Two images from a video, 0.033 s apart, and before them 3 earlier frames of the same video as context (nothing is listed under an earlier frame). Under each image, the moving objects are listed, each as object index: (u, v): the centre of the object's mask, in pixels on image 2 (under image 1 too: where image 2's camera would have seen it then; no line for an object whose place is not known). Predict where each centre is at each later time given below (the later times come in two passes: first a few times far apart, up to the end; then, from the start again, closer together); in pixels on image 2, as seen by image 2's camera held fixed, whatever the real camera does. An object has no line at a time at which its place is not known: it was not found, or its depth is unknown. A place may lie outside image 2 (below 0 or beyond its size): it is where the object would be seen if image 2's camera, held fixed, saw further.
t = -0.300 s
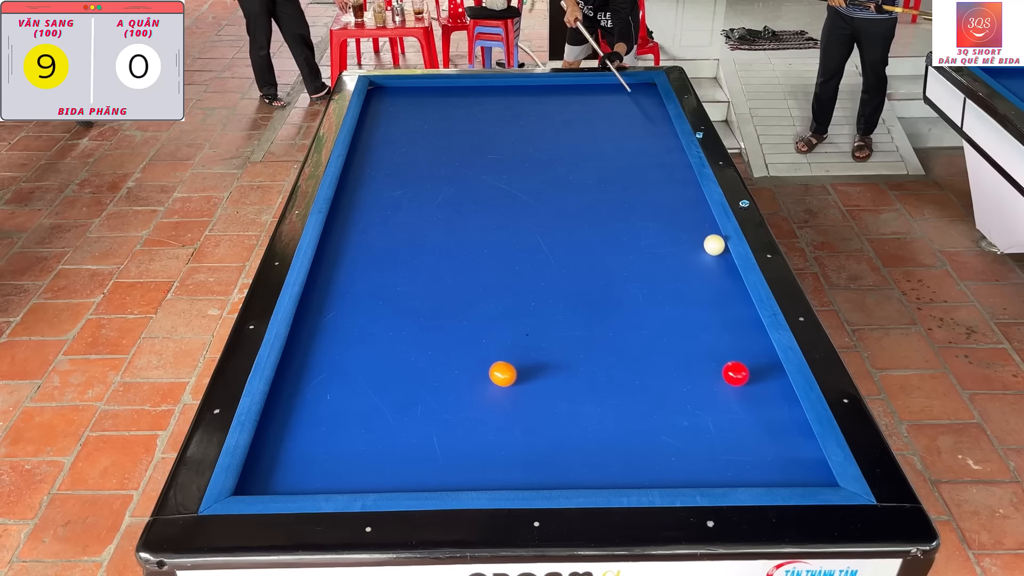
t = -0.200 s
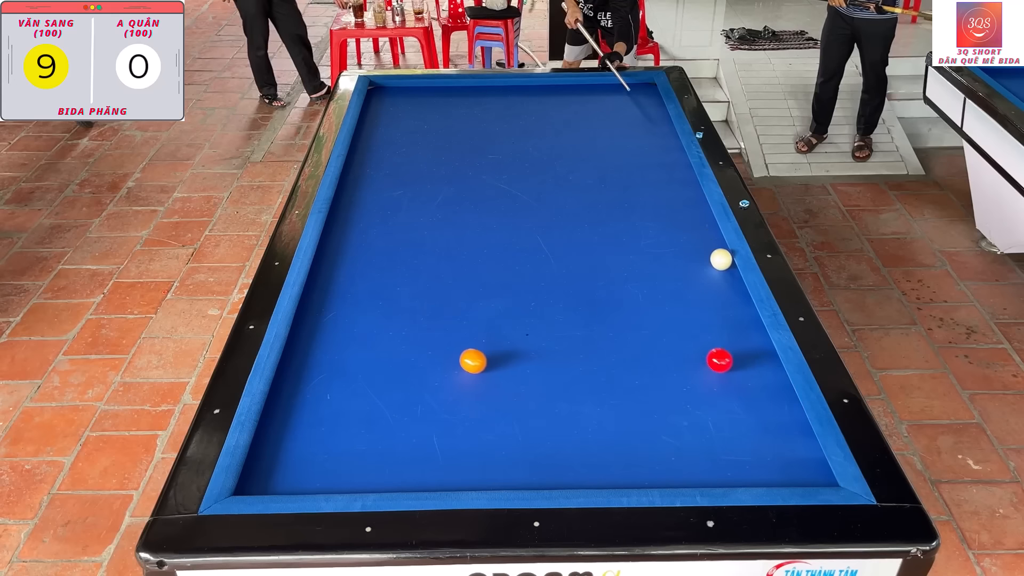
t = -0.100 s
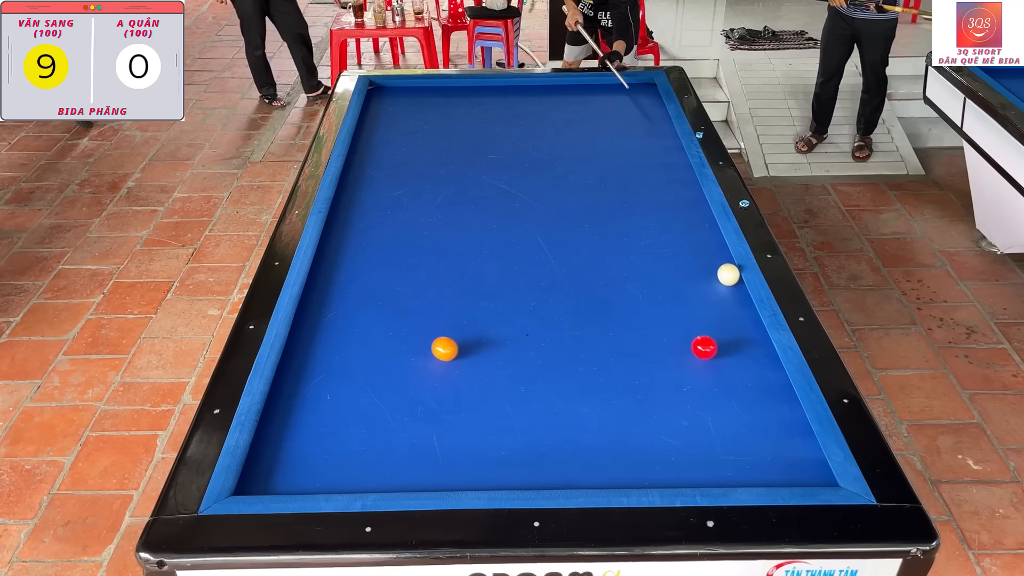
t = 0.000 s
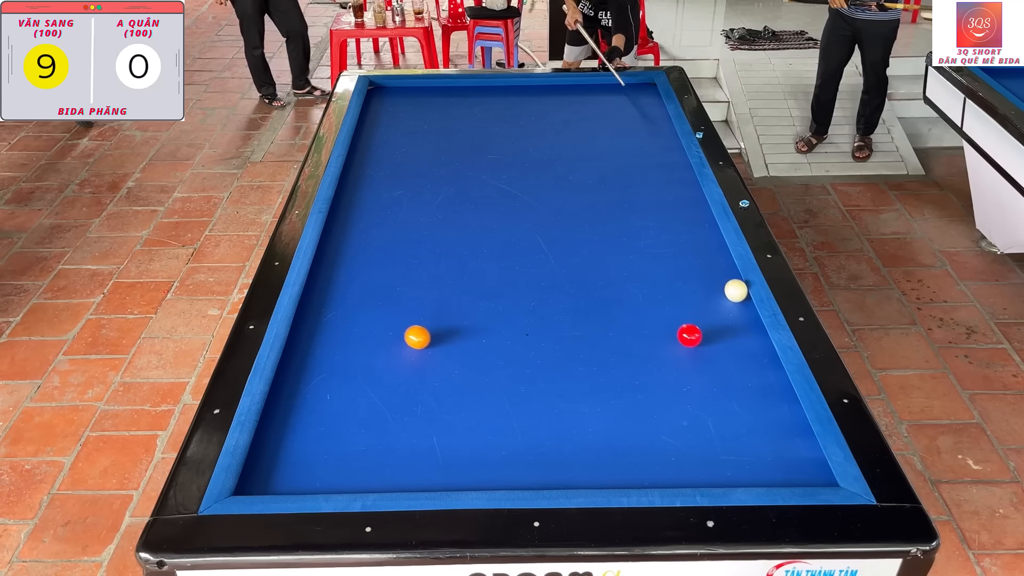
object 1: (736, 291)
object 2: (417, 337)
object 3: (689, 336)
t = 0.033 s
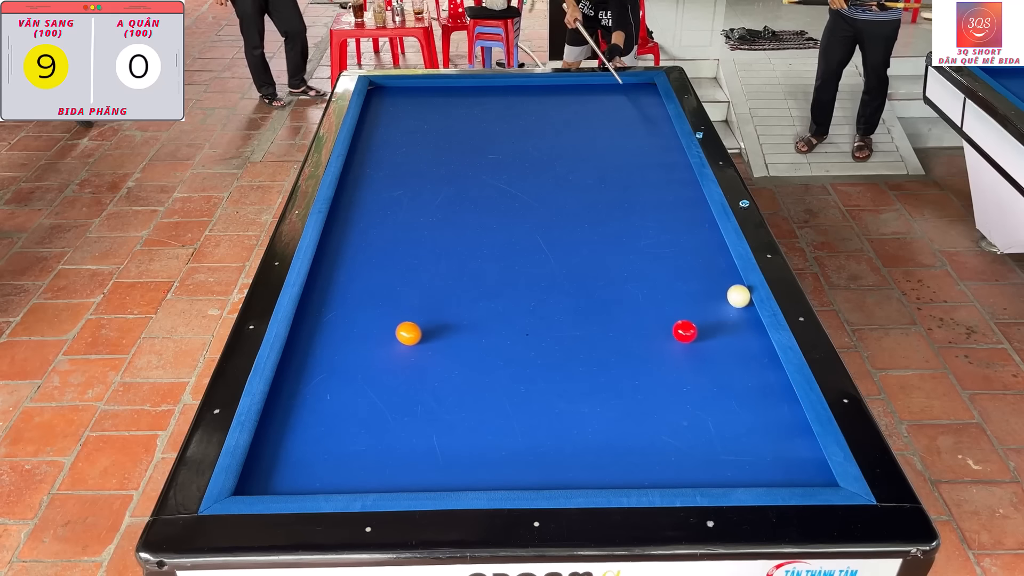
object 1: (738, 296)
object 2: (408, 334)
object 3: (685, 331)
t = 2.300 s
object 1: (734, 322)
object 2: (520, 143)
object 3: (505, 169)
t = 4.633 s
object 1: (667, 197)
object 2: (629, 113)
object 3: (487, 121)
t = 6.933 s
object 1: (617, 155)
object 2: (659, 146)
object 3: (477, 99)
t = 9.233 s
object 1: (572, 156)
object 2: (660, 145)
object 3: (476, 98)
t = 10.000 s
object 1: (569, 156)
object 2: (660, 145)
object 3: (476, 98)
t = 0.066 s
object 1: (741, 302)
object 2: (400, 330)
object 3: (680, 328)
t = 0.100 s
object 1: (744, 308)
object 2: (391, 326)
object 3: (675, 324)
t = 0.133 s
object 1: (747, 313)
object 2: (382, 322)
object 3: (671, 320)
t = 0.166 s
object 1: (749, 319)
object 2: (374, 319)
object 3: (666, 316)
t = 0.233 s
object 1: (755, 332)
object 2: (358, 312)
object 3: (658, 309)
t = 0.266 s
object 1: (758, 338)
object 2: (350, 308)
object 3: (654, 306)
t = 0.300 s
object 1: (761, 344)
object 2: (342, 305)
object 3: (649, 302)
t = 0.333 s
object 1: (763, 351)
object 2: (334, 302)
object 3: (645, 299)
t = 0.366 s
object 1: (766, 357)
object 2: (326, 298)
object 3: (641, 295)
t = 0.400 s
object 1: (769, 364)
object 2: (319, 295)
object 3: (637, 292)
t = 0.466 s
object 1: (775, 378)
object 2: (320, 288)
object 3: (629, 285)
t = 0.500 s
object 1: (778, 385)
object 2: (328, 285)
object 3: (626, 282)
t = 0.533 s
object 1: (781, 392)
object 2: (335, 281)
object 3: (622, 279)
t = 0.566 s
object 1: (784, 399)
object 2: (341, 278)
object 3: (618, 276)
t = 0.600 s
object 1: (787, 407)
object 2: (347, 275)
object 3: (615, 273)
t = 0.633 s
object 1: (790, 415)
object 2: (353, 271)
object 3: (611, 270)
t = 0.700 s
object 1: (797, 430)
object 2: (363, 265)
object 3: (604, 264)
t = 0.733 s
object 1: (800, 439)
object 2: (368, 262)
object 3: (601, 261)
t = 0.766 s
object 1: (803, 447)
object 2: (373, 259)
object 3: (597, 259)
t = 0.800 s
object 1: (807, 455)
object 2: (377, 256)
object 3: (594, 256)
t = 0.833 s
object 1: (810, 464)
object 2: (382, 253)
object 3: (591, 253)
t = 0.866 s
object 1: (814, 472)
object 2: (387, 250)
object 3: (588, 250)
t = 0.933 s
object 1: (814, 473)
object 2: (396, 244)
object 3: (581, 245)
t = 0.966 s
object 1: (810, 466)
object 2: (400, 241)
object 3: (578, 242)
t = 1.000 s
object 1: (807, 460)
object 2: (405, 238)
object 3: (575, 240)
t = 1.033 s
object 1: (804, 454)
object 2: (409, 236)
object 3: (572, 237)
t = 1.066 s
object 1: (801, 448)
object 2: (414, 233)
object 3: (569, 235)
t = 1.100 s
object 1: (799, 444)
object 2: (418, 230)
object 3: (566, 232)
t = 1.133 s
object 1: (796, 439)
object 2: (422, 228)
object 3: (563, 230)
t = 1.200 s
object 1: (792, 431)
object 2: (430, 222)
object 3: (558, 225)
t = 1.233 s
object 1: (790, 426)
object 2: (434, 220)
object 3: (555, 222)
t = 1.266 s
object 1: (787, 422)
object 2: (438, 217)
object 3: (552, 220)
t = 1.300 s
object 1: (786, 419)
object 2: (442, 215)
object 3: (550, 218)
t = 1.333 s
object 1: (783, 415)
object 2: (446, 213)
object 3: (547, 215)
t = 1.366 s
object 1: (781, 411)
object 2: (450, 210)
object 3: (544, 213)
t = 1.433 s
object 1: (777, 403)
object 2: (458, 205)
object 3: (539, 209)
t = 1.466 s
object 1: (775, 400)
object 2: (461, 203)
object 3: (537, 207)
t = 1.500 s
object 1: (773, 396)
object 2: (465, 201)
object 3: (534, 204)
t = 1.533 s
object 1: (771, 392)
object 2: (469, 198)
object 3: (532, 202)
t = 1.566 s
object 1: (769, 389)
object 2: (472, 196)
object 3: (529, 200)
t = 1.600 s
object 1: (768, 385)
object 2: (476, 194)
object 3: (527, 198)
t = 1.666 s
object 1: (764, 378)
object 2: (483, 189)
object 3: (522, 194)
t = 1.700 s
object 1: (762, 375)
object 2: (486, 187)
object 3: (520, 192)
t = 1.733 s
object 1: (760, 372)
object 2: (489, 185)
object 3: (517, 190)
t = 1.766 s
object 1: (759, 368)
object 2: (493, 183)
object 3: (515, 188)
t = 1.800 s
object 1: (757, 365)
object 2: (496, 181)
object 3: (513, 186)
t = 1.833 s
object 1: (755, 362)
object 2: (498, 178)
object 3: (511, 184)
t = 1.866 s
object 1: (754, 359)
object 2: (499, 175)
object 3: (511, 183)
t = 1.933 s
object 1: (750, 353)
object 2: (503, 169)
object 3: (511, 182)
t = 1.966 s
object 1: (749, 350)
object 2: (504, 167)
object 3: (510, 181)
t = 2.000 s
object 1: (747, 347)
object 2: (506, 165)
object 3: (510, 180)
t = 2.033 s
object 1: (746, 344)
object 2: (508, 162)
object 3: (509, 178)
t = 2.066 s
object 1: (744, 341)
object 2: (509, 160)
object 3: (508, 177)
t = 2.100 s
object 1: (743, 338)
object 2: (511, 158)
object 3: (508, 176)
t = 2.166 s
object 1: (740, 332)
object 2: (514, 153)
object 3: (507, 173)
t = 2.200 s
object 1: (738, 330)
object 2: (515, 150)
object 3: (507, 172)
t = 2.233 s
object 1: (737, 327)
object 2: (517, 148)
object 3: (506, 171)
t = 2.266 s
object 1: (735, 324)
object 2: (518, 146)
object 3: (506, 170)
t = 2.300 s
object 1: (734, 322)
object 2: (520, 143)
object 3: (505, 169)
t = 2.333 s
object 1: (733, 319)
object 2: (521, 141)
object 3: (505, 169)
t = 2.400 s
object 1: (730, 314)
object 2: (524, 137)
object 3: (505, 167)
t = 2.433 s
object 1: (729, 311)
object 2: (525, 134)
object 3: (504, 166)
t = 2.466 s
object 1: (727, 309)
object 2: (526, 132)
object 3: (504, 165)
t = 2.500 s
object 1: (726, 307)
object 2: (528, 130)
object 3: (504, 164)
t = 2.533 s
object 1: (725, 304)
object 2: (529, 128)
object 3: (503, 163)
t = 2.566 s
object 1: (723, 302)
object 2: (530, 126)
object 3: (503, 162)
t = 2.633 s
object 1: (721, 297)
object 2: (533, 122)
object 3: (502, 160)
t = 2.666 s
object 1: (720, 295)
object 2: (534, 120)
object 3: (502, 159)
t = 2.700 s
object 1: (719, 292)
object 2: (535, 118)
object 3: (501, 159)
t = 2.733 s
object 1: (717, 290)
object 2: (536, 116)
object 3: (501, 158)
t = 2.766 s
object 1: (716, 288)
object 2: (537, 114)
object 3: (501, 157)
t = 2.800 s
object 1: (715, 286)
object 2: (539, 112)
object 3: (500, 156)
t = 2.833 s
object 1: (714, 284)
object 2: (540, 110)
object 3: (500, 155)
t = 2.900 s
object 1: (712, 280)
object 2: (542, 107)
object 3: (499, 153)
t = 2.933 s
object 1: (710, 277)
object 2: (543, 105)
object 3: (499, 152)
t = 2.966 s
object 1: (709, 275)
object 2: (544, 103)
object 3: (499, 152)
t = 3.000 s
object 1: (708, 273)
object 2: (545, 101)
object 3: (499, 151)
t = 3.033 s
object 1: (707, 271)
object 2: (546, 99)
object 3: (498, 150)
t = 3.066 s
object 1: (706, 269)
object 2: (547, 98)
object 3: (498, 150)
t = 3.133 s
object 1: (704, 266)
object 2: (549, 94)
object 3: (497, 148)
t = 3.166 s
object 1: (703, 264)
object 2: (550, 92)
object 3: (497, 147)
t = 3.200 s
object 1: (702, 262)
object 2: (551, 91)
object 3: (497, 147)
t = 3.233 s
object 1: (701, 260)
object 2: (552, 89)
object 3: (496, 146)
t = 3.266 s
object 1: (700, 258)
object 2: (553, 88)
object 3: (496, 145)
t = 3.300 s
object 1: (699, 256)
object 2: (554, 86)
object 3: (496, 144)
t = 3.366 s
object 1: (697, 252)
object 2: (556, 83)
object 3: (495, 143)
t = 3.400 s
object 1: (696, 251)
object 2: (557, 83)
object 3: (495, 142)
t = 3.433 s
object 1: (695, 249)
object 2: (559, 84)
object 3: (495, 141)
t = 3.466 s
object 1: (694, 247)
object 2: (561, 85)
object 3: (494, 141)
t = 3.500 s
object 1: (693, 246)
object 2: (563, 86)
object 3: (494, 140)
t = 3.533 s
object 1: (692, 244)
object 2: (565, 87)
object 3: (494, 139)
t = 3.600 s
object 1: (690, 241)
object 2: (569, 89)
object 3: (494, 138)
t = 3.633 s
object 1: (689, 239)
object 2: (571, 89)
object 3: (494, 137)
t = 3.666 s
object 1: (689, 237)
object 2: (573, 90)
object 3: (494, 137)
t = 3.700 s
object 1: (688, 236)
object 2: (575, 91)
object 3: (494, 136)
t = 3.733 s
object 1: (687, 234)
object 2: (577, 92)
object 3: (493, 135)
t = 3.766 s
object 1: (686, 233)
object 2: (579, 92)
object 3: (493, 135)
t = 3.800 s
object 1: (685, 231)
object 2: (581, 93)
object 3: (493, 134)
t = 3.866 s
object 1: (684, 228)
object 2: (585, 95)
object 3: (492, 133)
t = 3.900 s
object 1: (683, 227)
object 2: (587, 96)
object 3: (492, 132)
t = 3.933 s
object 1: (682, 225)
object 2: (589, 96)
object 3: (492, 132)
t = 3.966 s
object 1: (681, 224)
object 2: (591, 97)
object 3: (491, 131)
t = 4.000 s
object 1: (680, 222)
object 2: (592, 98)
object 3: (491, 130)
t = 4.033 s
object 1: (680, 221)
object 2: (594, 99)
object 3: (491, 130)
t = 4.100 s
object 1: (678, 218)
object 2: (598, 100)
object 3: (490, 128)
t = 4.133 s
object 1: (677, 217)
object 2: (600, 101)
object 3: (490, 128)
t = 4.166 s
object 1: (676, 215)
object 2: (602, 102)
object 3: (489, 127)
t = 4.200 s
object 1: (676, 214)
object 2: (604, 103)
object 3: (489, 127)
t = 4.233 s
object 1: (675, 212)
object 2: (606, 103)
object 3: (489, 126)
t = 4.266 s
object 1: (674, 211)
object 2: (608, 104)
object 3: (489, 126)
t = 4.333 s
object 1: (673, 208)
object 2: (612, 106)
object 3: (488, 125)
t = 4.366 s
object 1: (672, 207)
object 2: (614, 107)
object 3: (488, 124)
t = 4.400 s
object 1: (672, 206)
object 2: (616, 108)
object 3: (488, 124)
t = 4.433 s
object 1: (671, 205)
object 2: (618, 108)
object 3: (488, 123)
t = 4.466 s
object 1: (670, 203)
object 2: (619, 109)
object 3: (488, 123)
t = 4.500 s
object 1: (670, 202)
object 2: (621, 110)
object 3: (488, 123)
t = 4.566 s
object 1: (669, 200)
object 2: (625, 111)
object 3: (488, 122)
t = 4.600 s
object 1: (668, 198)
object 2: (627, 112)
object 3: (488, 121)
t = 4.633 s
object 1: (667, 197)
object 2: (629, 113)
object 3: (487, 121)
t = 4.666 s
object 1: (666, 196)
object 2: (631, 114)
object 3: (487, 120)
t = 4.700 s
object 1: (666, 195)
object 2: (633, 115)
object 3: (487, 120)
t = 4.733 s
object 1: (665, 194)
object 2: (635, 115)
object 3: (487, 119)
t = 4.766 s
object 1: (665, 193)
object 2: (637, 116)
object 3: (487, 119)
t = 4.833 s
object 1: (664, 191)
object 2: (641, 118)
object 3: (486, 118)
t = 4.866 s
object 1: (663, 189)
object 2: (643, 118)
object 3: (486, 117)
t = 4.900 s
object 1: (662, 188)
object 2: (645, 119)
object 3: (486, 117)
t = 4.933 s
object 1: (662, 187)
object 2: (647, 120)
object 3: (485, 116)
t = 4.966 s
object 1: (661, 186)
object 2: (648, 121)
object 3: (485, 116)
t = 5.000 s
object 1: (661, 185)
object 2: (650, 122)
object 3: (485, 116)
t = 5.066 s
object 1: (659, 183)
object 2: (654, 123)
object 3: (485, 115)
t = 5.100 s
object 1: (659, 182)
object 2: (656, 124)
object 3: (484, 114)
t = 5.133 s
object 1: (659, 181)
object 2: (658, 125)
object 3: (484, 114)
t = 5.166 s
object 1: (658, 180)
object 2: (660, 126)
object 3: (484, 113)
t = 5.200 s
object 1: (657, 179)
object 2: (662, 126)
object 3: (484, 113)
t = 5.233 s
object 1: (657, 178)
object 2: (664, 127)
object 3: (484, 112)
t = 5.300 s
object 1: (656, 176)
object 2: (667, 129)
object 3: (483, 112)
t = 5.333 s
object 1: (655, 175)
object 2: (667, 129)
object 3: (483, 111)
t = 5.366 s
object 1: (655, 174)
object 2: (666, 130)
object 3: (483, 111)
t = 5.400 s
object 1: (654, 173)
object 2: (666, 131)
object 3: (483, 111)
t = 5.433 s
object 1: (654, 172)
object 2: (665, 131)
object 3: (483, 110)
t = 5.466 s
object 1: (654, 172)
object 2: (665, 132)
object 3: (482, 110)
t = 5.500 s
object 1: (653, 171)
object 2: (664, 133)
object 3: (482, 110)
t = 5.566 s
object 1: (652, 169)
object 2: (663, 135)
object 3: (482, 109)
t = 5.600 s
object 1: (652, 168)
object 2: (662, 135)
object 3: (482, 109)
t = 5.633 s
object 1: (651, 167)
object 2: (662, 136)
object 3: (482, 109)
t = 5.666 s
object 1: (651, 166)
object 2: (661, 137)
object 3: (482, 108)
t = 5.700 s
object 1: (650, 165)
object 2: (661, 137)
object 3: (482, 108)
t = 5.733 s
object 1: (650, 165)
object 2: (660, 138)
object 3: (482, 108)
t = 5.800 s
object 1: (649, 163)
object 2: (659, 140)
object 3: (482, 107)
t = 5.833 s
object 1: (649, 162)
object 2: (658, 140)
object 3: (482, 107)
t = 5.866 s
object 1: (648, 161)
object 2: (658, 141)
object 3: (482, 107)
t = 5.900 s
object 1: (648, 160)
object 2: (657, 142)
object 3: (481, 106)
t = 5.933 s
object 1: (647, 160)
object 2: (657, 143)
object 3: (481, 106)
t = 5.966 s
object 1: (647, 159)
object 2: (656, 143)
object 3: (481, 106)
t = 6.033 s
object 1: (646, 158)
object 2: (655, 144)
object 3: (481, 105)
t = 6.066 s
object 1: (646, 157)
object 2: (655, 145)
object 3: (481, 105)
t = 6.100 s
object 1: (645, 156)
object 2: (654, 145)
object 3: (480, 105)
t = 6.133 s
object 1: (645, 155)
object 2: (654, 145)
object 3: (480, 104)
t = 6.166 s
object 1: (645, 155)
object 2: (654, 146)
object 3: (480, 104)
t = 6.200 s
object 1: (644, 154)
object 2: (654, 146)
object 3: (480, 104)
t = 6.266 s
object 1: (641, 154)
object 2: (654, 147)
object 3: (480, 104)
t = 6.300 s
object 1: (640, 154)
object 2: (654, 147)
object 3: (480, 103)
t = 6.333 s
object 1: (638, 155)
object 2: (654, 147)
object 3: (480, 103)
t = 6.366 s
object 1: (637, 154)
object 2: (655, 147)
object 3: (479, 103)
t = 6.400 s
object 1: (636, 155)
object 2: (655, 147)
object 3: (479, 103)
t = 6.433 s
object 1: (635, 155)
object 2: (655, 147)
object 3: (479, 103)
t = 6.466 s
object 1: (633, 155)
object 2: (656, 147)
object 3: (479, 102)
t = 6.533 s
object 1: (631, 155)
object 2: (656, 146)
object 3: (479, 102)
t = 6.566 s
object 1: (630, 155)
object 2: (657, 146)
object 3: (479, 102)
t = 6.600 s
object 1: (628, 155)
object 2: (657, 146)
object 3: (479, 101)
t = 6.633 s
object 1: (627, 155)
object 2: (657, 146)
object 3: (478, 101)
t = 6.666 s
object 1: (626, 155)
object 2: (658, 146)
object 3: (478, 101)
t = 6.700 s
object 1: (625, 155)
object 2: (658, 146)
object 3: (478, 100)
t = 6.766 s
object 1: (623, 155)
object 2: (658, 146)
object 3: (478, 100)
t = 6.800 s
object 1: (622, 155)
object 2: (658, 146)
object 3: (478, 100)
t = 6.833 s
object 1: (621, 155)
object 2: (659, 146)
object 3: (478, 100)
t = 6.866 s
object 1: (620, 155)
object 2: (659, 146)
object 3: (478, 100)
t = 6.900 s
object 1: (618, 155)
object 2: (659, 146)
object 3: (477, 99)
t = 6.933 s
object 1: (617, 155)
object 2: (659, 146)
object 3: (477, 99)
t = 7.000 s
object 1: (615, 155)
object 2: (659, 146)
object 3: (477, 99)
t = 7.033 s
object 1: (614, 155)
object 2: (659, 146)
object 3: (477, 99)
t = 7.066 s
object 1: (613, 155)
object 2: (659, 145)
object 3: (477, 99)
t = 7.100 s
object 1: (612, 155)
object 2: (660, 145)
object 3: (477, 99)
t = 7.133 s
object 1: (611, 155)
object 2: (660, 145)
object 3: (477, 99)
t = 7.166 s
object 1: (610, 155)
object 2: (660, 145)
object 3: (476, 98)
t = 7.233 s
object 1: (608, 155)
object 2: (660, 145)
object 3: (476, 98)
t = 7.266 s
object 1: (607, 155)
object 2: (660, 145)
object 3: (476, 98)
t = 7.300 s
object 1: (606, 155)
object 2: (660, 145)
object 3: (476, 98)
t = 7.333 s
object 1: (605, 155)
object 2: (660, 145)
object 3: (476, 98)
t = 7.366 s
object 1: (604, 155)
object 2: (660, 145)
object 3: (476, 98)
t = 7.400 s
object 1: (603, 155)
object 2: (660, 145)
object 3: (476, 98)
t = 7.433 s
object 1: (603, 155)
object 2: (660, 145)
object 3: (476, 98)
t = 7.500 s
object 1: (601, 155)
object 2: (660, 145)
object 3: (477, 98)
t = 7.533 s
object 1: (600, 155)
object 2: (660, 145)
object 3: (477, 98)
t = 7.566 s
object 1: (599, 155)
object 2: (660, 145)
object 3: (477, 98)
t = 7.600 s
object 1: (598, 155)
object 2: (660, 145)
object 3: (477, 98)
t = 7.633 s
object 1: (597, 155)
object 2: (660, 145)
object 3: (477, 98)
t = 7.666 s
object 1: (596, 155)
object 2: (660, 145)
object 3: (476, 98)
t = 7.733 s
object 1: (595, 155)
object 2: (660, 145)
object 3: (476, 98)
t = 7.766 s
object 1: (594, 155)
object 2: (660, 145)
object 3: (476, 98)
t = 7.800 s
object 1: (593, 155)
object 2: (660, 145)
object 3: (476, 98)
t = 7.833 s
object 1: (593, 155)
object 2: (660, 145)
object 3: (476, 98)
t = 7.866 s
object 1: (592, 155)
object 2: (660, 145)
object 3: (476, 98)
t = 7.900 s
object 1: (591, 155)
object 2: (660, 145)
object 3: (476, 98)
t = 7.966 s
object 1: (590, 155)
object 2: (660, 145)
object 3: (476, 98)
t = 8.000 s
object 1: (589, 155)
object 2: (660, 145)
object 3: (476, 98)
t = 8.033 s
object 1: (589, 155)
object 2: (660, 145)
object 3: (476, 98)
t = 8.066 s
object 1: (588, 155)
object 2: (660, 145)
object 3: (476, 98)
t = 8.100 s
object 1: (587, 155)
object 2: (660, 145)
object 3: (476, 98)
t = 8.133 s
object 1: (586, 155)
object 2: (660, 145)
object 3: (476, 98)
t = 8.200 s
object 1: (585, 155)
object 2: (660, 145)
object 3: (476, 98)
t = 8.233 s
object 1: (585, 155)
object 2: (661, 145)
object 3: (475, 96)
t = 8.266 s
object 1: (584, 155)
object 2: (660, 145)
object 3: (476, 97)
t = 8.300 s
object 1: (583, 155)
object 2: (660, 145)
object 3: (476, 98)
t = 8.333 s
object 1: (583, 155)
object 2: (660, 145)
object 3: (476, 98)
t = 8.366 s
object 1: (582, 155)
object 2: (660, 145)
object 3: (476, 98)
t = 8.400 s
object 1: (582, 155)
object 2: (660, 145)
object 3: (476, 98)
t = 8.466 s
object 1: (581, 155)
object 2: (660, 145)
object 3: (476, 98)
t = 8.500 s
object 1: (580, 156)
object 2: (660, 145)
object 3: (476, 98)
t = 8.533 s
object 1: (580, 156)
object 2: (660, 145)
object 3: (476, 98)
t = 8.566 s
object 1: (579, 156)
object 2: (660, 145)
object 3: (476, 98)
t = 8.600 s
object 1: (579, 156)
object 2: (660, 145)
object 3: (476, 98)
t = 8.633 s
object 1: (578, 156)
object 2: (660, 145)
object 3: (476, 98)
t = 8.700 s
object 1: (577, 156)
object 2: (660, 145)
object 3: (476, 98)
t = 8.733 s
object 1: (577, 156)
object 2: (660, 145)
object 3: (476, 98)
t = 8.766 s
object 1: (576, 156)
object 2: (660, 145)
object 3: (476, 98)
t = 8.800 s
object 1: (576, 156)
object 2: (660, 145)
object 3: (476, 98)
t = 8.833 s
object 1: (576, 156)
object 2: (660, 145)
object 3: (476, 98)
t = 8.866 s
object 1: (575, 156)
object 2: (660, 145)
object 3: (476, 98)
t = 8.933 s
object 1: (575, 156)
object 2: (660, 145)
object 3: (476, 98)
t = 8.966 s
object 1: (574, 156)
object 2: (660, 145)
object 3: (476, 98)
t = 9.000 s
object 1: (574, 156)
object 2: (660, 145)
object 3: (476, 98)
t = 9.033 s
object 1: (574, 156)
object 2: (660, 145)
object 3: (476, 98)
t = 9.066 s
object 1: (573, 156)
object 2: (660, 145)
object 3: (476, 98)
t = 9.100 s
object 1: (573, 156)
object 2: (660, 145)
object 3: (476, 98)
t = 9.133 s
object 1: (573, 156)
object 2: (660, 145)
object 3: (476, 98)
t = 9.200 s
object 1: (572, 156)
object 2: (660, 145)
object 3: (476, 98)
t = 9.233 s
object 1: (572, 156)
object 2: (660, 145)
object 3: (476, 98)
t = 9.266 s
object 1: (572, 156)
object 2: (660, 145)
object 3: (476, 98)
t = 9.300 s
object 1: (571, 156)
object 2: (660, 145)
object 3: (476, 98)
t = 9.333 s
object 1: (571, 156)
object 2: (660, 145)
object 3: (476, 98)
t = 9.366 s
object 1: (571, 156)
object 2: (660, 145)
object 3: (476, 98)
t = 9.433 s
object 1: (571, 156)
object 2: (660, 145)
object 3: (476, 98)
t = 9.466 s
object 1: (570, 156)
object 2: (660, 145)
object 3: (476, 98)
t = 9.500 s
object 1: (570, 156)
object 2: (660, 145)
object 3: (476, 98)
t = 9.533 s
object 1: (570, 156)
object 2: (660, 145)
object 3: (476, 98)
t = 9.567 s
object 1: (570, 156)
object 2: (660, 145)
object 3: (476, 98)
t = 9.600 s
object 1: (570, 156)
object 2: (660, 145)
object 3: (476, 98)
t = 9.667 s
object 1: (570, 156)
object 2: (660, 145)
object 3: (476, 98)
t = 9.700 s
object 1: (570, 156)
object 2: (660, 145)
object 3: (476, 98)
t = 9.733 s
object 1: (570, 156)
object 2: (660, 145)
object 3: (476, 98)
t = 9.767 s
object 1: (570, 156)
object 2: (660, 145)
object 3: (476, 98)
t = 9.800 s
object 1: (570, 156)
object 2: (660, 145)
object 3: (476, 98)
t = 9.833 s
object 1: (569, 156)
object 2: (660, 145)
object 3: (476, 98)
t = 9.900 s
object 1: (569, 156)
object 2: (660, 145)
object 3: (476, 98)
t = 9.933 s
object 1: (569, 156)
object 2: (660, 145)
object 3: (476, 98)
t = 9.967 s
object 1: (569, 156)
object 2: (660, 145)
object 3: (476, 98)
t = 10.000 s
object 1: (569, 156)
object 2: (660, 145)
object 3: (476, 98)
